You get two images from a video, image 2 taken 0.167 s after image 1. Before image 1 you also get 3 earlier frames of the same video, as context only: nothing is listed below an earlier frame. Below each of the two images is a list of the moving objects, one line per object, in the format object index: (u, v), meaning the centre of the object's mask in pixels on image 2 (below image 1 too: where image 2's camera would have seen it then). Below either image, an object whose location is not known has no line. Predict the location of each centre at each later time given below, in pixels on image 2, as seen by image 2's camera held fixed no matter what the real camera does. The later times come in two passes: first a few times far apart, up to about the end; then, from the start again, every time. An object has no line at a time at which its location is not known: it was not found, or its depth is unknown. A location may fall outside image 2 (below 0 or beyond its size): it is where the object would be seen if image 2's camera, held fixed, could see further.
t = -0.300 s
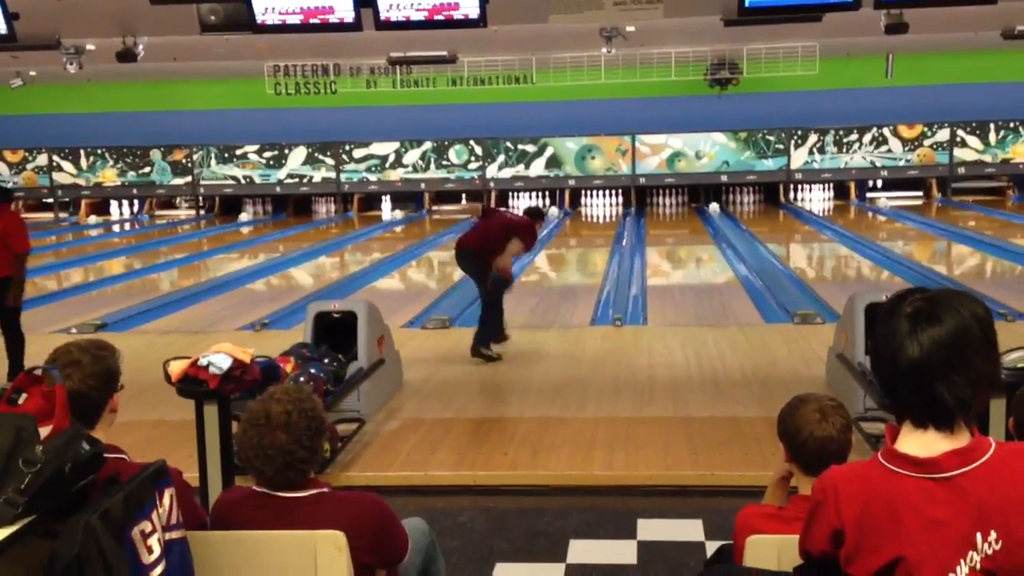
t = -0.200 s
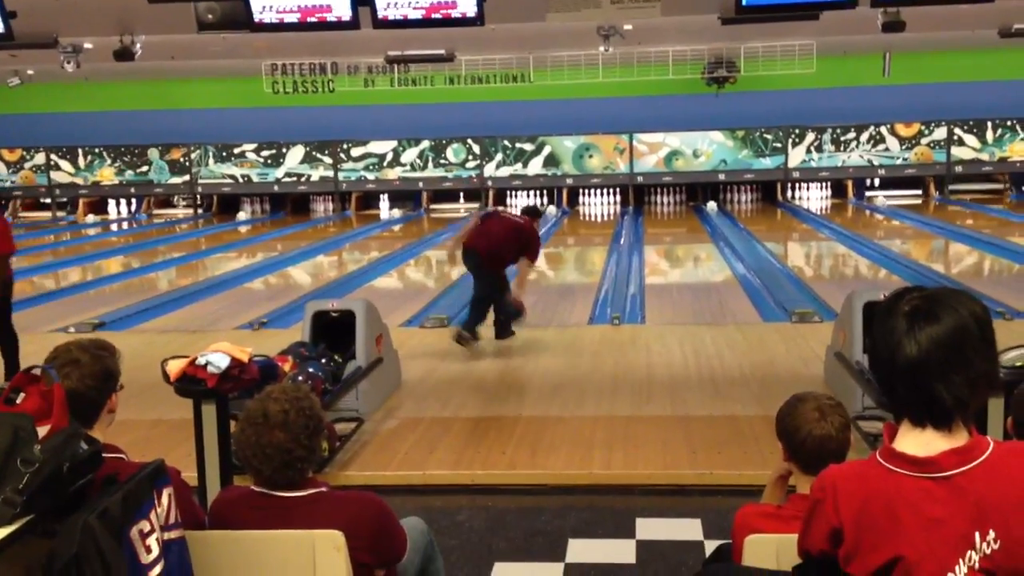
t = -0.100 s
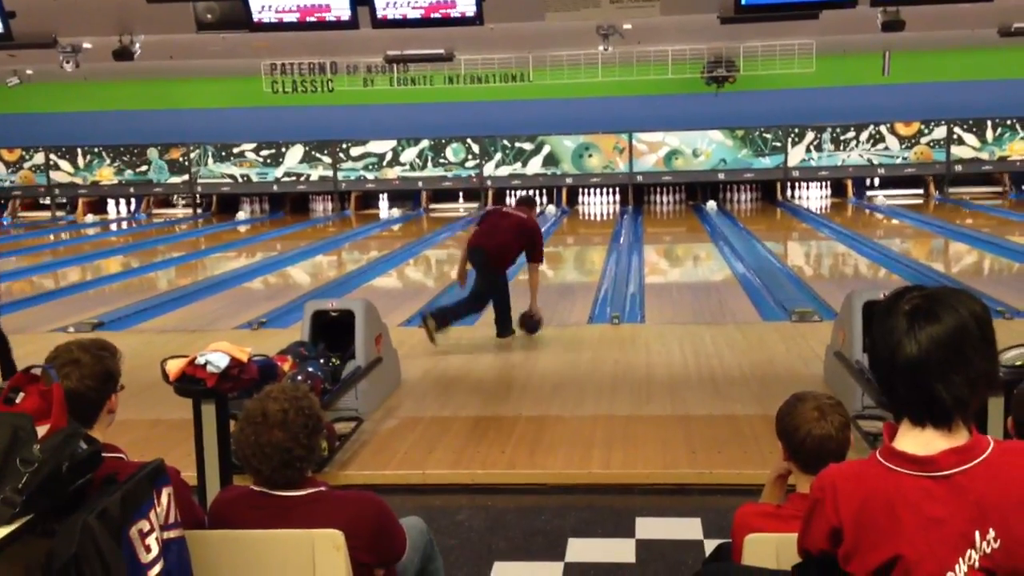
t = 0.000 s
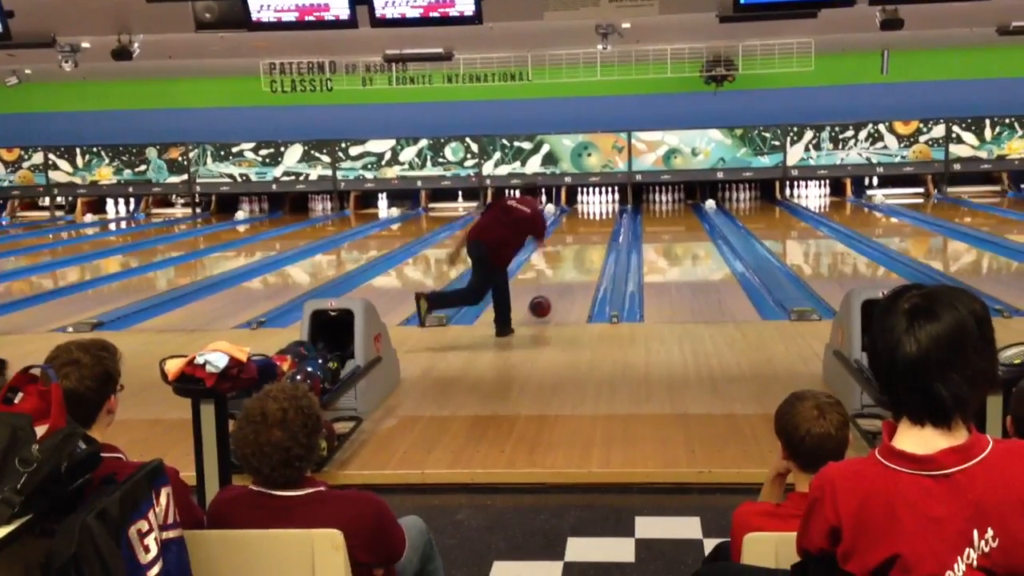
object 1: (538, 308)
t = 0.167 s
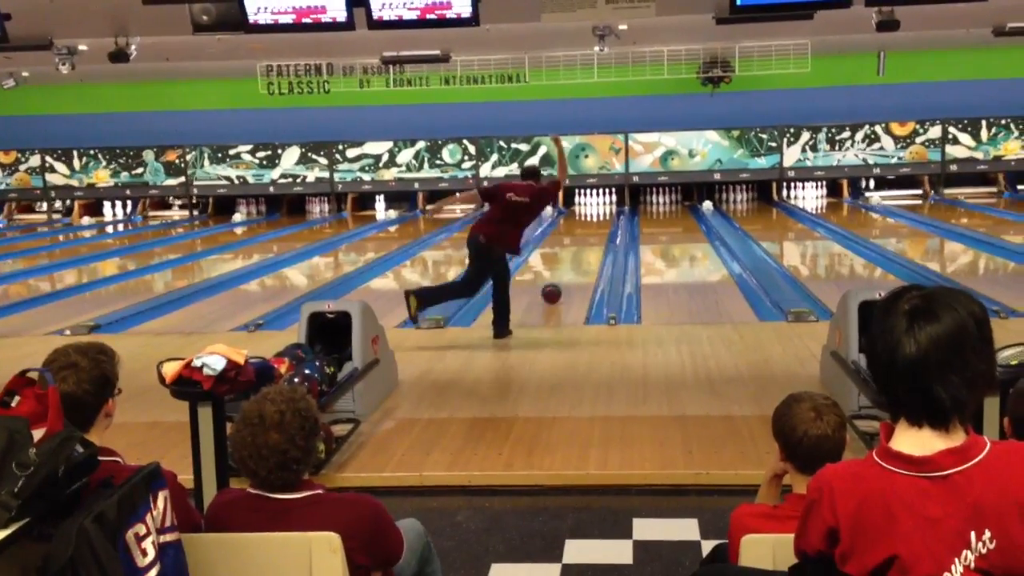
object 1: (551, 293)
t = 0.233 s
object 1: (556, 286)
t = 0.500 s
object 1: (570, 264)
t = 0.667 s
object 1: (577, 254)
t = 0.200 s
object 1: (554, 290)
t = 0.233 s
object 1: (556, 286)
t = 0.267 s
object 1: (558, 283)
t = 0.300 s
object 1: (560, 280)
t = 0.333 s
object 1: (562, 277)
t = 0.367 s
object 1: (563, 274)
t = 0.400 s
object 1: (565, 272)
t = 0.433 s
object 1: (567, 269)
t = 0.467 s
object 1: (569, 267)
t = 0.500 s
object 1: (570, 264)
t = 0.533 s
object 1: (572, 262)
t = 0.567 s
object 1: (573, 260)
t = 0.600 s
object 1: (574, 257)
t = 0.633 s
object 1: (575, 256)
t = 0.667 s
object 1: (577, 254)
